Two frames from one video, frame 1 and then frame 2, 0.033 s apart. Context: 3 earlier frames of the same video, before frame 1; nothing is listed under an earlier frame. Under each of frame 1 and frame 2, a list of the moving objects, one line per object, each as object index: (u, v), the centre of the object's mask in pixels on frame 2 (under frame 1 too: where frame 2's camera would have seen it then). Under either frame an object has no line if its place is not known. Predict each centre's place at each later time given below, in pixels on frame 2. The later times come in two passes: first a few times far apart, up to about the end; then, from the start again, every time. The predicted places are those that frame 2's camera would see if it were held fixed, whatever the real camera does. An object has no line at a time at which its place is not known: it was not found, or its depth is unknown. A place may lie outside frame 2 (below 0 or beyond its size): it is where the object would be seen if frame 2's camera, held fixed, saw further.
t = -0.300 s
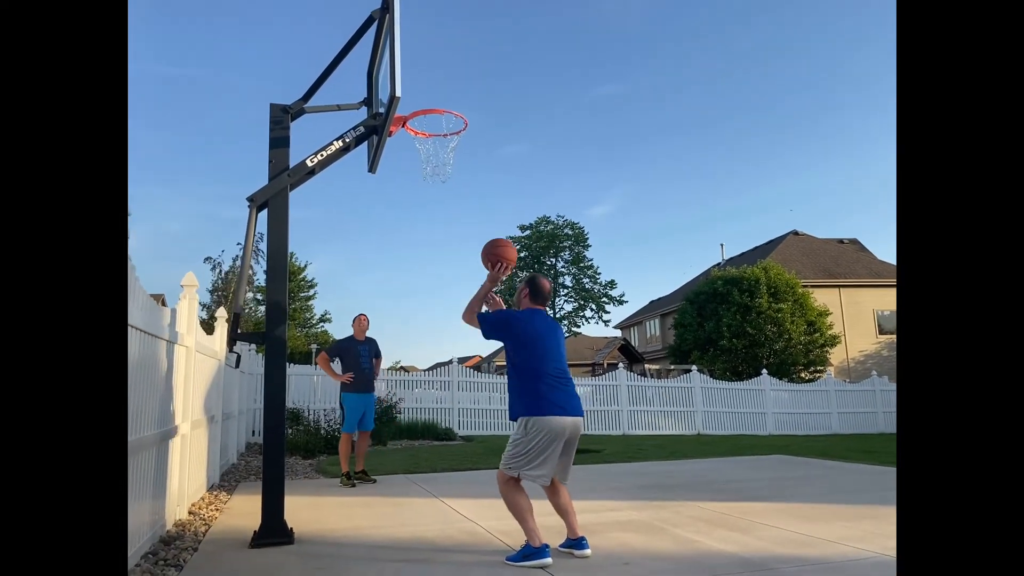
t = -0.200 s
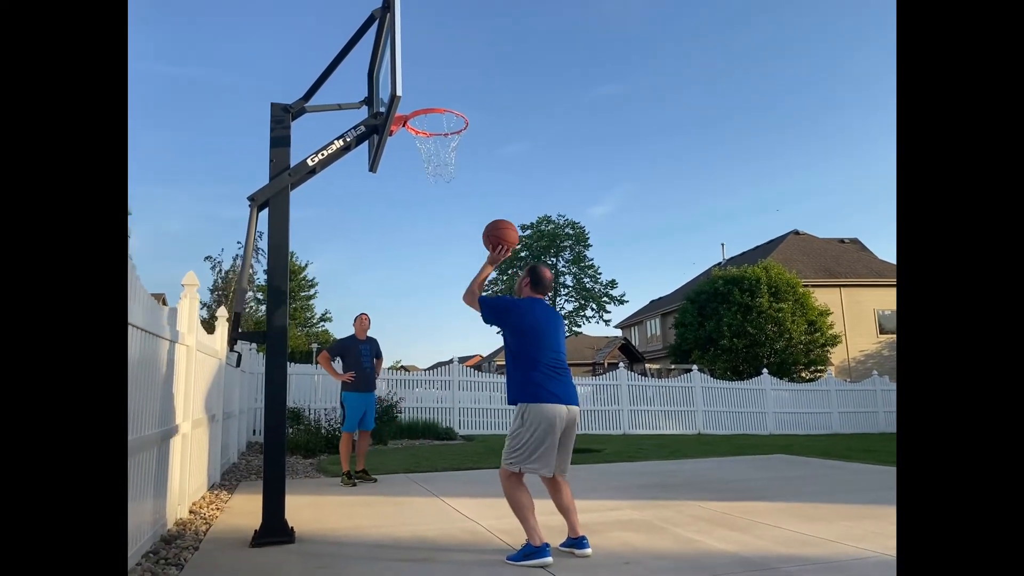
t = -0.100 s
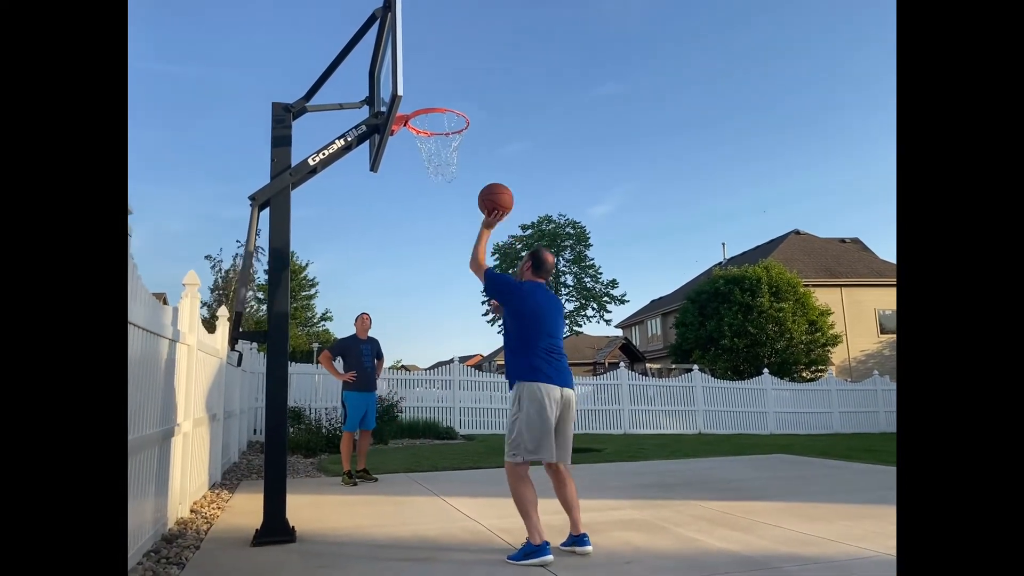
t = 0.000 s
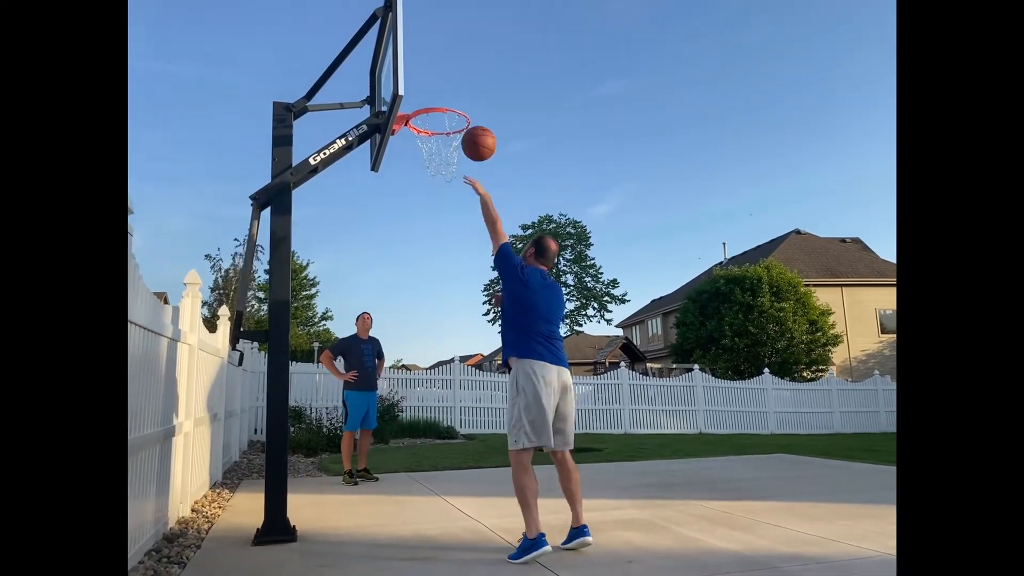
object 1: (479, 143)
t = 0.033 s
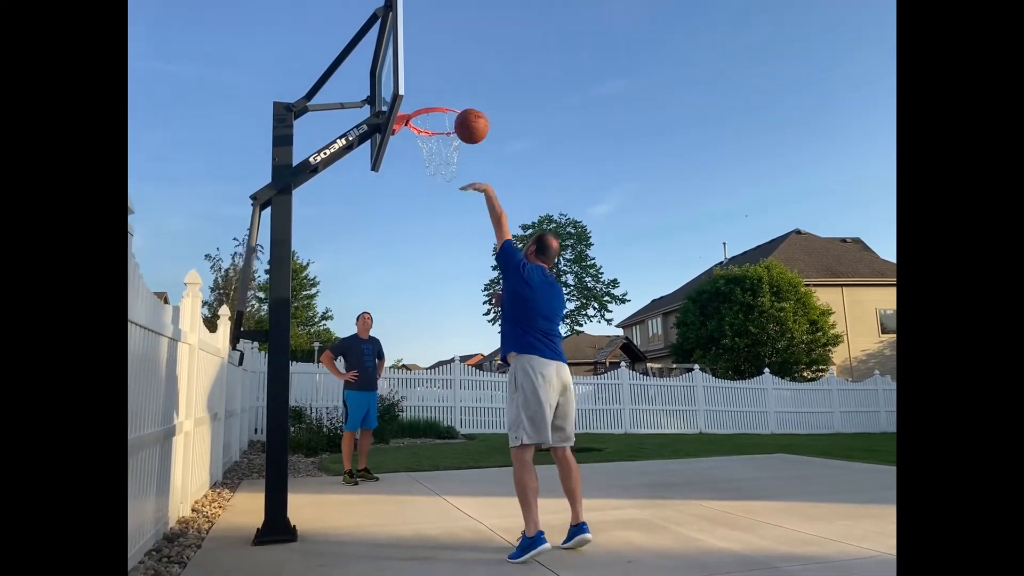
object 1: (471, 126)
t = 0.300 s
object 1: (418, 51)
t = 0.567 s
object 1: (429, 84)
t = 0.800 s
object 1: (449, 167)
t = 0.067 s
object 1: (464, 111)
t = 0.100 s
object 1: (457, 97)
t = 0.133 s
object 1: (450, 86)
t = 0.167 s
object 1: (443, 75)
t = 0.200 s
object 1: (436, 67)
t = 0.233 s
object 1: (430, 60)
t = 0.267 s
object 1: (424, 55)
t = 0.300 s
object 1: (418, 51)
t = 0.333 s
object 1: (414, 49)
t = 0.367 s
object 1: (412, 49)
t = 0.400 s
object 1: (414, 52)
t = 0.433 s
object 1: (416, 56)
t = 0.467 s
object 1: (419, 61)
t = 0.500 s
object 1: (422, 67)
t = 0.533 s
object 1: (425, 75)
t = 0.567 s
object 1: (429, 84)
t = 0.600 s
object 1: (432, 94)
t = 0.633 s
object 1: (436, 105)
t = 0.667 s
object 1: (439, 122)
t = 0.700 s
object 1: (442, 133)
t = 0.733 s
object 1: (445, 148)
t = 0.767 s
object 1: (447, 159)
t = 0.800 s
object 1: (449, 167)
